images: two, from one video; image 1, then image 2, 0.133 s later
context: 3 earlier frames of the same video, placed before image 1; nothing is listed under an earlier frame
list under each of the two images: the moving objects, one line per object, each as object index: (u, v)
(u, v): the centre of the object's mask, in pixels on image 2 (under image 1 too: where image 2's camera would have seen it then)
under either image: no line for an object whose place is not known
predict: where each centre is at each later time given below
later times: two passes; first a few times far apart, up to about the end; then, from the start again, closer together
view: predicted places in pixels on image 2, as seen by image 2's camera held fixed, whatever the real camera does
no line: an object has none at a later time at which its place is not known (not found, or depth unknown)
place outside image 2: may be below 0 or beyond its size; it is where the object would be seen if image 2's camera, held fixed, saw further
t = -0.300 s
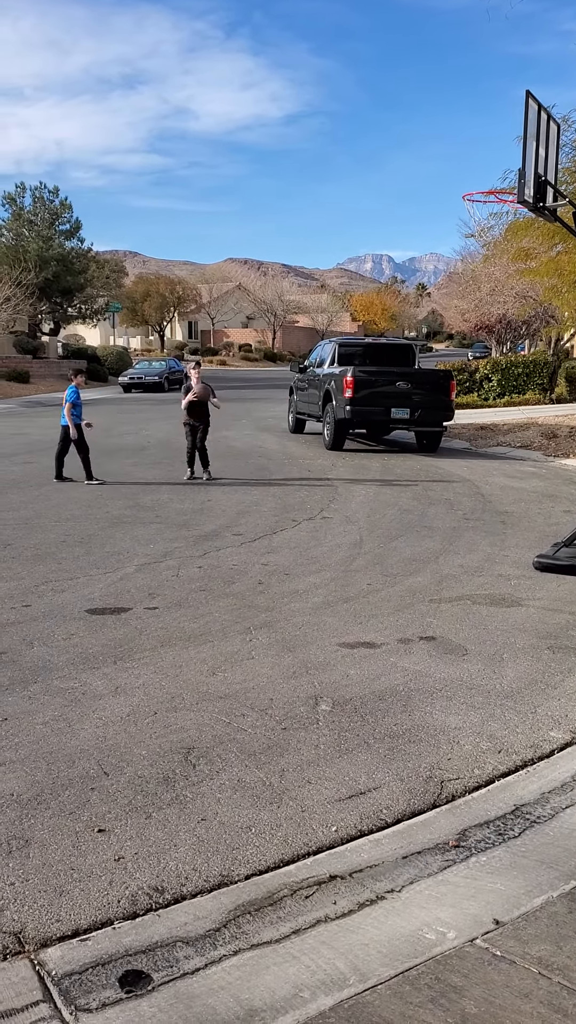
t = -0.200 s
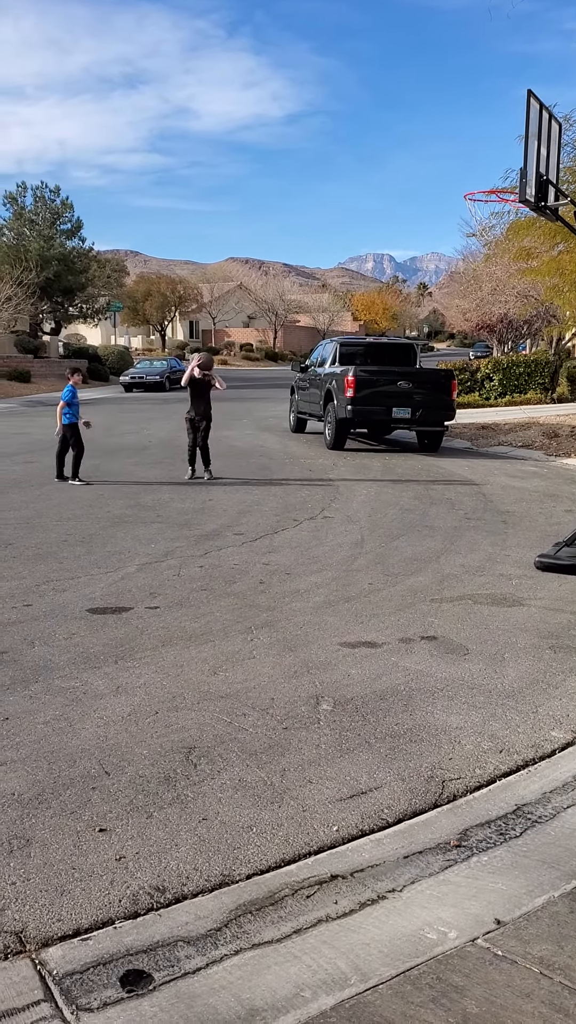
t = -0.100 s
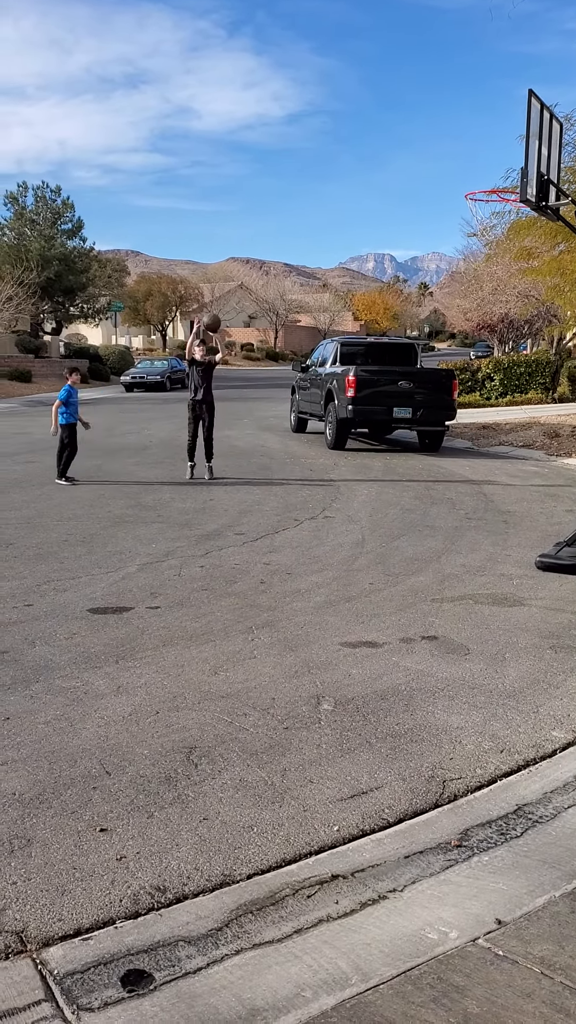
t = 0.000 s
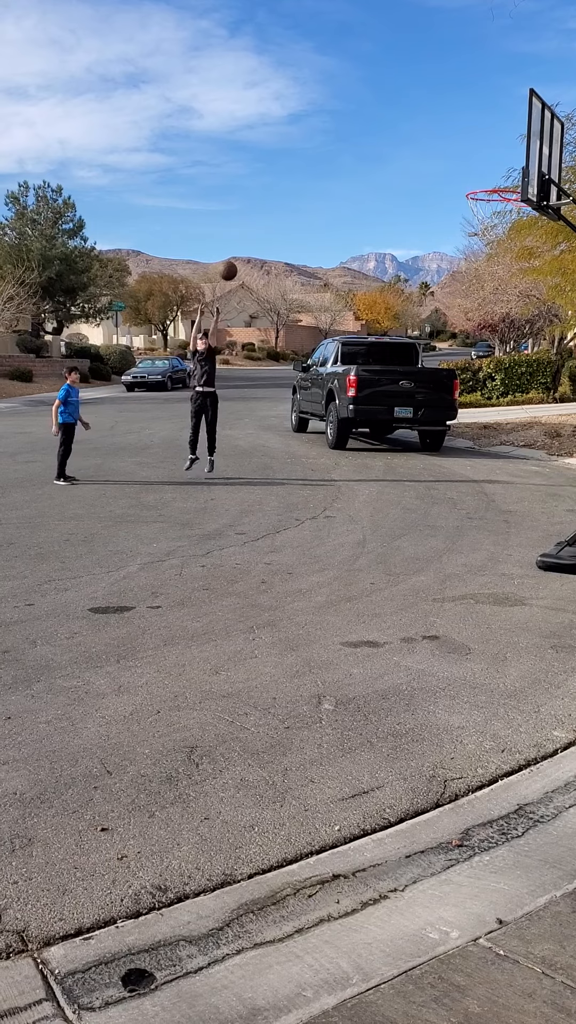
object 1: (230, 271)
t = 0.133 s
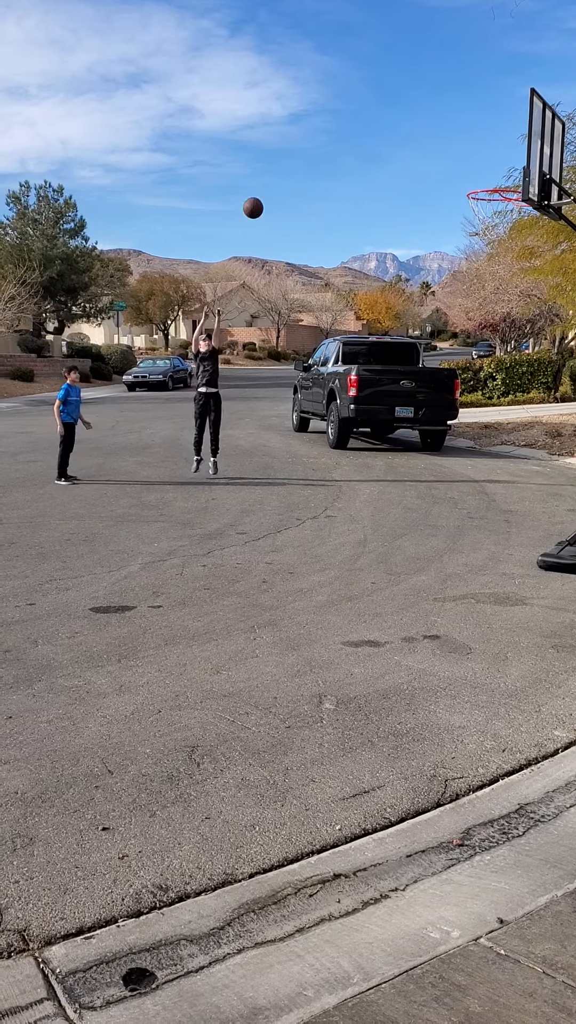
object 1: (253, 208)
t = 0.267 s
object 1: (280, 156)
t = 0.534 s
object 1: (343, 92)
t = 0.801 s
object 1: (417, 92)
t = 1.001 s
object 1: (479, 147)
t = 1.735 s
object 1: (506, 319)
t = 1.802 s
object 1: (511, 351)
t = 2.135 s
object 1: (536, 513)
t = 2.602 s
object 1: (572, 379)
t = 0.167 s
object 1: (259, 194)
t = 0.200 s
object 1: (266, 181)
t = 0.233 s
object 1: (273, 168)
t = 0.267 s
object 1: (280, 156)
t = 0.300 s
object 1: (288, 145)
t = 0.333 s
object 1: (295, 135)
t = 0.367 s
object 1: (303, 125)
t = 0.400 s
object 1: (310, 117)
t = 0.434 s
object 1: (318, 109)
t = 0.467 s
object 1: (327, 102)
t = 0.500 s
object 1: (335, 96)
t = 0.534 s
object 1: (343, 92)
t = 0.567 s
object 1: (352, 88)
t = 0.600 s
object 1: (360, 85)
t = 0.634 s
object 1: (369, 83)
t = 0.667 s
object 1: (378, 82)
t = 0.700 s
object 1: (388, 83)
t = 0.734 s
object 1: (397, 85)
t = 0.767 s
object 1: (407, 88)
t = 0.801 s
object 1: (417, 92)
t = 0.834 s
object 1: (427, 98)
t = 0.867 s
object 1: (437, 105)
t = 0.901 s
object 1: (447, 113)
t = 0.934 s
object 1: (457, 123)
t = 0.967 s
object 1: (468, 134)
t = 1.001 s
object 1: (479, 147)
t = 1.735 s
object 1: (506, 319)
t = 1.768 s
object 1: (509, 335)
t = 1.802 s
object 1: (511, 351)
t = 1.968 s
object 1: (523, 450)
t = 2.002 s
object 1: (526, 473)
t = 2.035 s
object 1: (528, 496)
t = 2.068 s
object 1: (530, 520)
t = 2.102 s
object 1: (533, 531)
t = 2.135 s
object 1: (536, 513)
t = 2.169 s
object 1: (540, 496)
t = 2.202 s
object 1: (543, 480)
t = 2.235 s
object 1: (547, 465)
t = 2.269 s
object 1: (550, 451)
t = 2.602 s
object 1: (572, 379)
